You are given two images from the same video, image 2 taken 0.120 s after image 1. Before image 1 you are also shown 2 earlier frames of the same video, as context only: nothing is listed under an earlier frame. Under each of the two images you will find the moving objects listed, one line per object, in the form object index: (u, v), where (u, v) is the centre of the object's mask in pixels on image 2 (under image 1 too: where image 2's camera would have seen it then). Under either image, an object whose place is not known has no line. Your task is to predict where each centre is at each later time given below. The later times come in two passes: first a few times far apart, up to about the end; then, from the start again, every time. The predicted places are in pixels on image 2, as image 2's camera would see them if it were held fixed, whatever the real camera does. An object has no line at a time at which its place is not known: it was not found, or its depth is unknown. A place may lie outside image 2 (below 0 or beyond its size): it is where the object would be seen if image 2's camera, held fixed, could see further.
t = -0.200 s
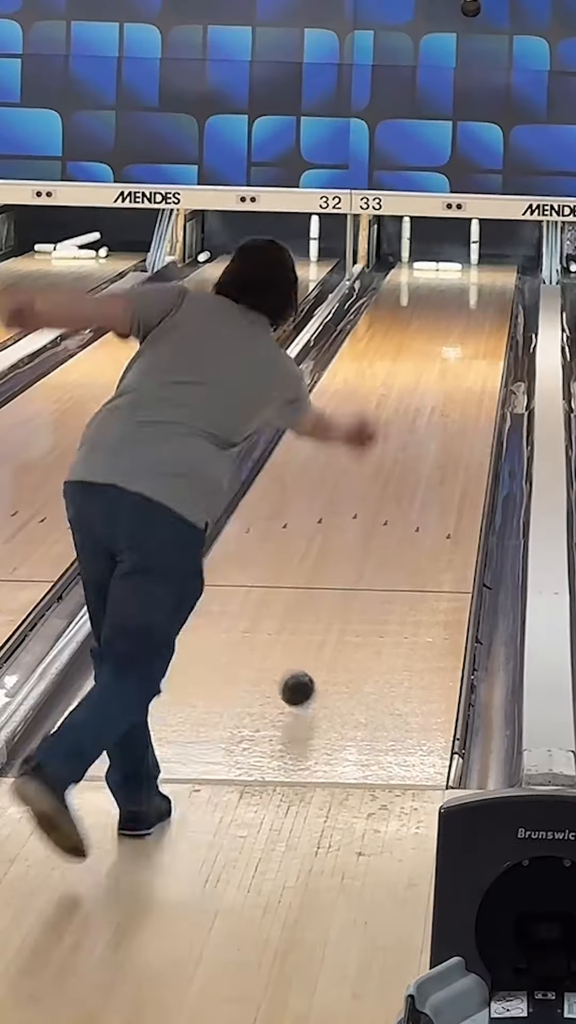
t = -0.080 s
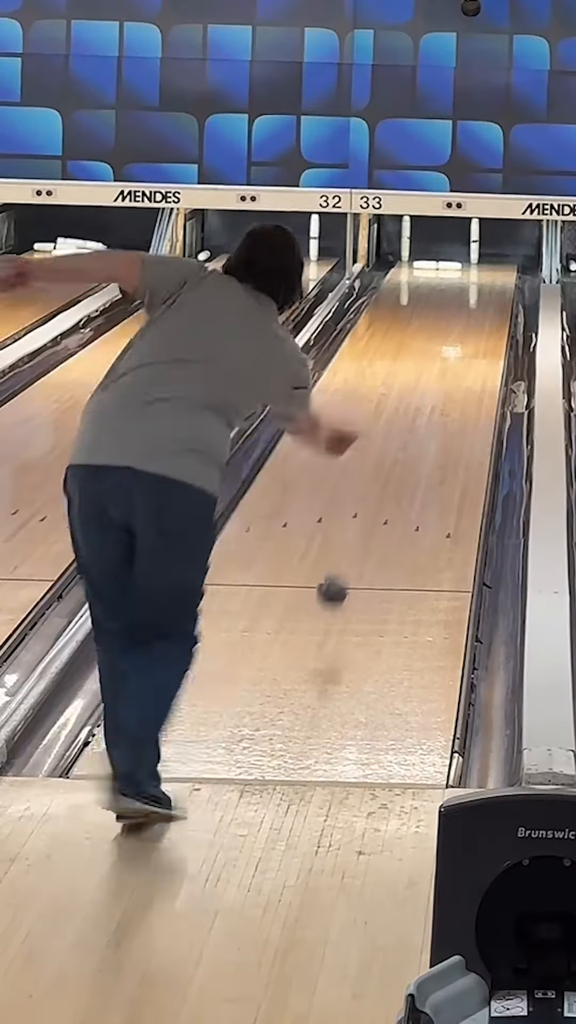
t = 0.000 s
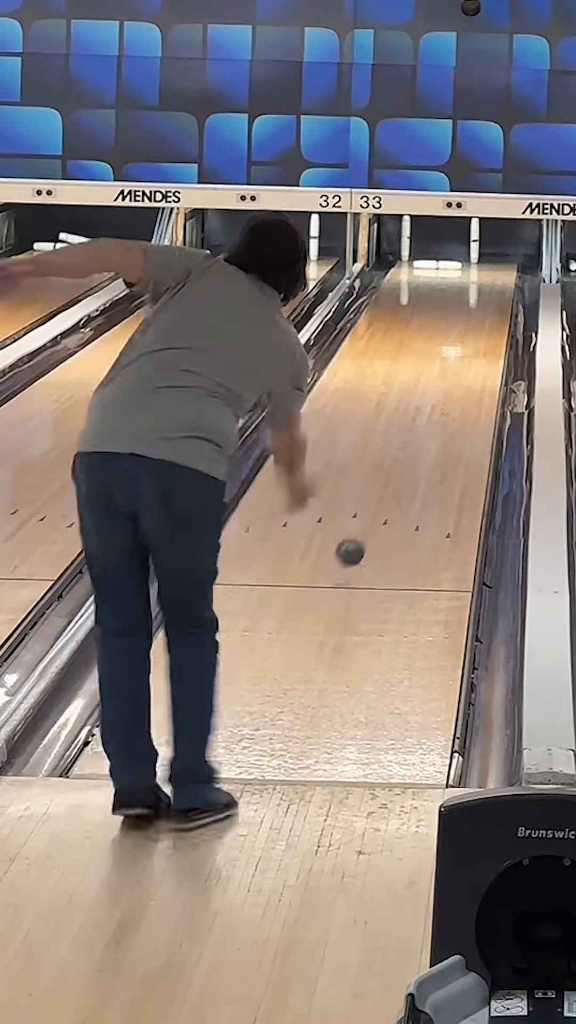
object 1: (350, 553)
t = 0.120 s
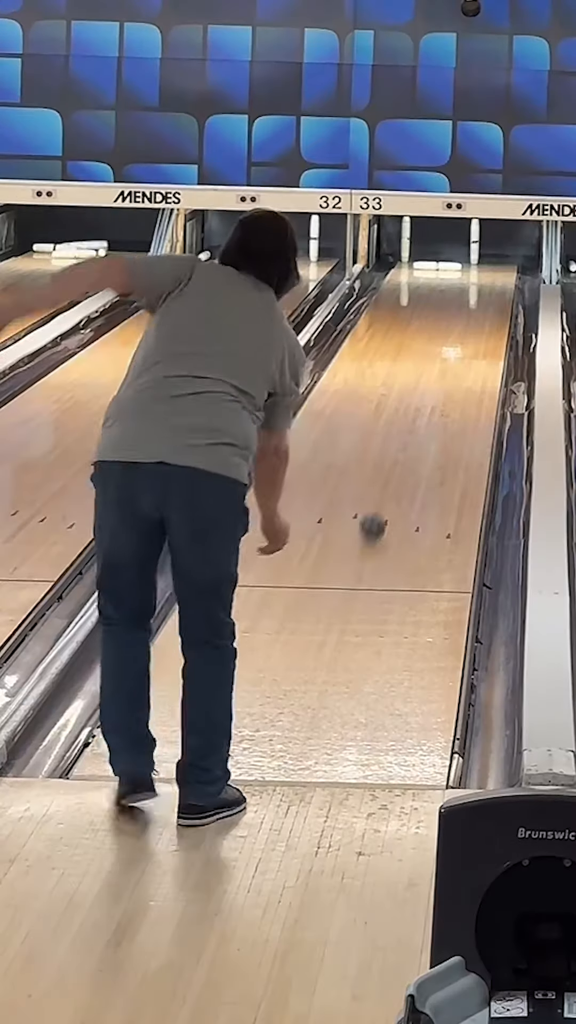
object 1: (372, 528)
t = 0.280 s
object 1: (396, 474)
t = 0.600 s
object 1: (429, 397)
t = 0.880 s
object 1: (445, 349)
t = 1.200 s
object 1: (456, 310)
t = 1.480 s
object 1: (460, 284)
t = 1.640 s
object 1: (461, 272)
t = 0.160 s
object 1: (379, 508)
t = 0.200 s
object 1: (385, 494)
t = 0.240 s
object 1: (390, 484)
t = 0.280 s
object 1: (396, 474)
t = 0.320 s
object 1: (401, 462)
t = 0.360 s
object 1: (406, 452)
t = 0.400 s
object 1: (411, 443)
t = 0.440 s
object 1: (414, 432)
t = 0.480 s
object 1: (419, 423)
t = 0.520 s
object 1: (422, 414)
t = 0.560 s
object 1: (425, 405)
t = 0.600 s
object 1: (429, 397)
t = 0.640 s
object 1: (431, 389)
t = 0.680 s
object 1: (434, 382)
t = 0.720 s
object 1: (437, 375)
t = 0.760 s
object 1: (439, 368)
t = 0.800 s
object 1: (441, 361)
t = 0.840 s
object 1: (444, 355)
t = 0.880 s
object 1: (445, 349)
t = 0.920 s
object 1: (447, 344)
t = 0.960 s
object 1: (449, 338)
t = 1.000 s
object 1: (450, 333)
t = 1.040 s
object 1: (451, 329)
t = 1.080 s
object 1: (453, 324)
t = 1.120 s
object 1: (454, 319)
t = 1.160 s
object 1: (455, 315)
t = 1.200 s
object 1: (456, 310)
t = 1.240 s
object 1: (456, 306)
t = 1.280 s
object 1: (457, 302)
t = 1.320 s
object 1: (458, 298)
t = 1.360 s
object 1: (459, 294)
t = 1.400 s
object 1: (459, 291)
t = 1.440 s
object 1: (460, 287)
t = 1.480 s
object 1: (460, 284)
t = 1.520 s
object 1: (460, 281)
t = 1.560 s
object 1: (461, 277)
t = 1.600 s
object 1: (461, 274)
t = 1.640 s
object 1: (461, 272)
